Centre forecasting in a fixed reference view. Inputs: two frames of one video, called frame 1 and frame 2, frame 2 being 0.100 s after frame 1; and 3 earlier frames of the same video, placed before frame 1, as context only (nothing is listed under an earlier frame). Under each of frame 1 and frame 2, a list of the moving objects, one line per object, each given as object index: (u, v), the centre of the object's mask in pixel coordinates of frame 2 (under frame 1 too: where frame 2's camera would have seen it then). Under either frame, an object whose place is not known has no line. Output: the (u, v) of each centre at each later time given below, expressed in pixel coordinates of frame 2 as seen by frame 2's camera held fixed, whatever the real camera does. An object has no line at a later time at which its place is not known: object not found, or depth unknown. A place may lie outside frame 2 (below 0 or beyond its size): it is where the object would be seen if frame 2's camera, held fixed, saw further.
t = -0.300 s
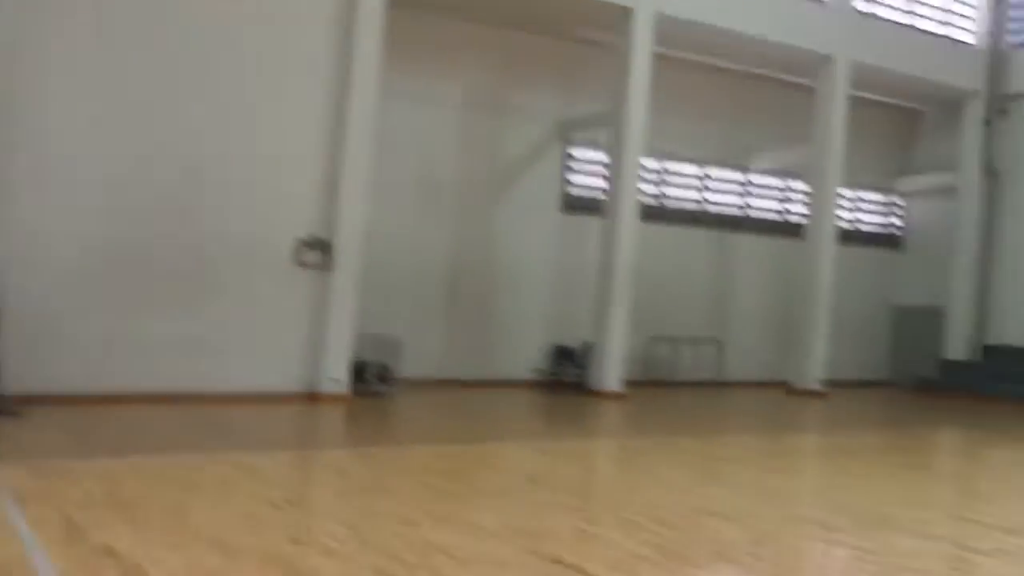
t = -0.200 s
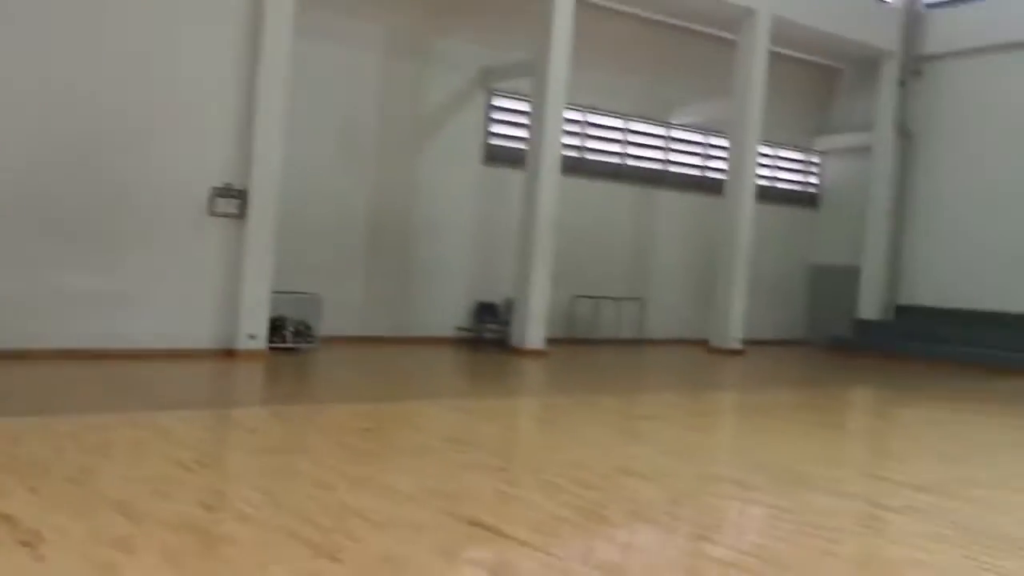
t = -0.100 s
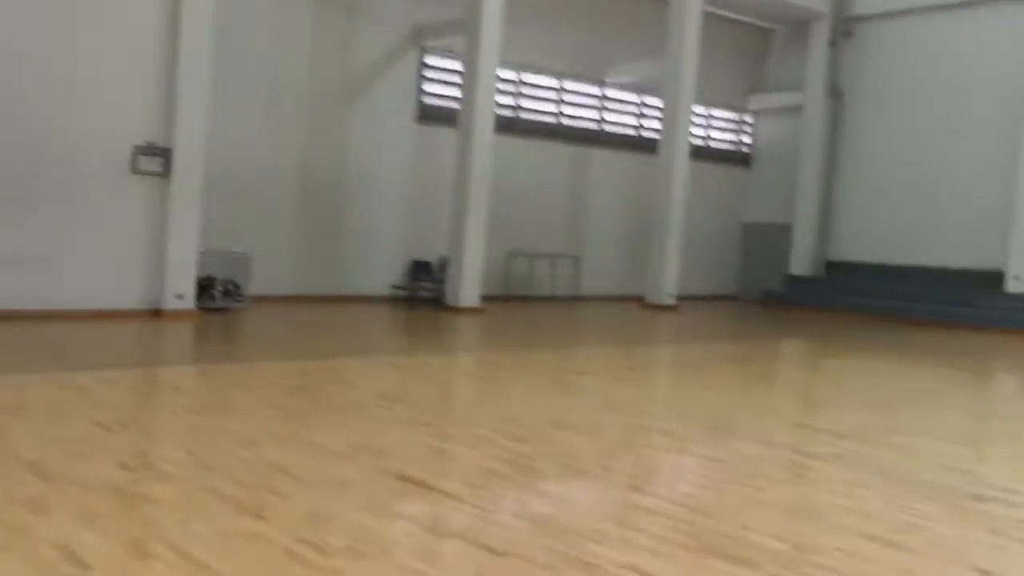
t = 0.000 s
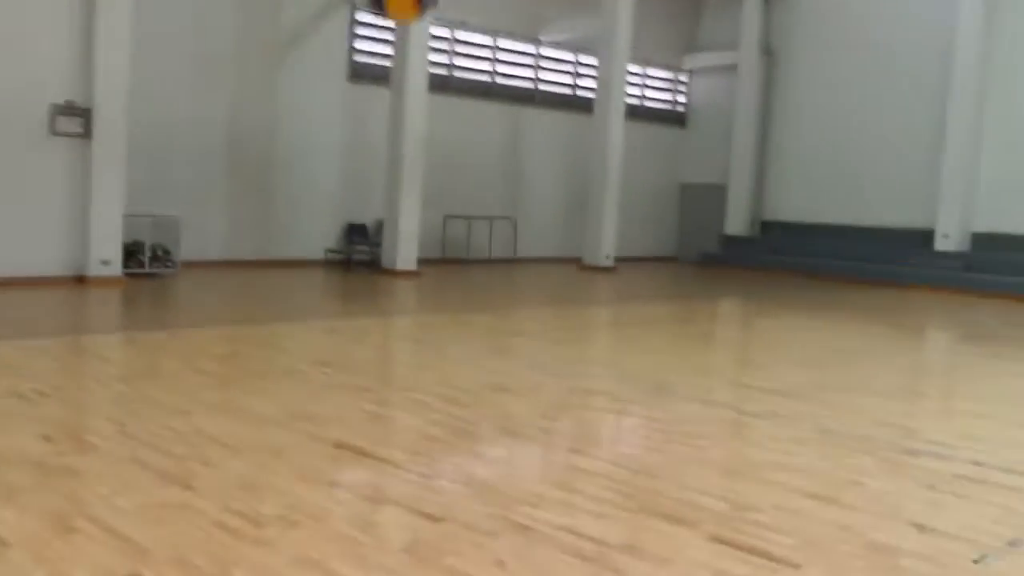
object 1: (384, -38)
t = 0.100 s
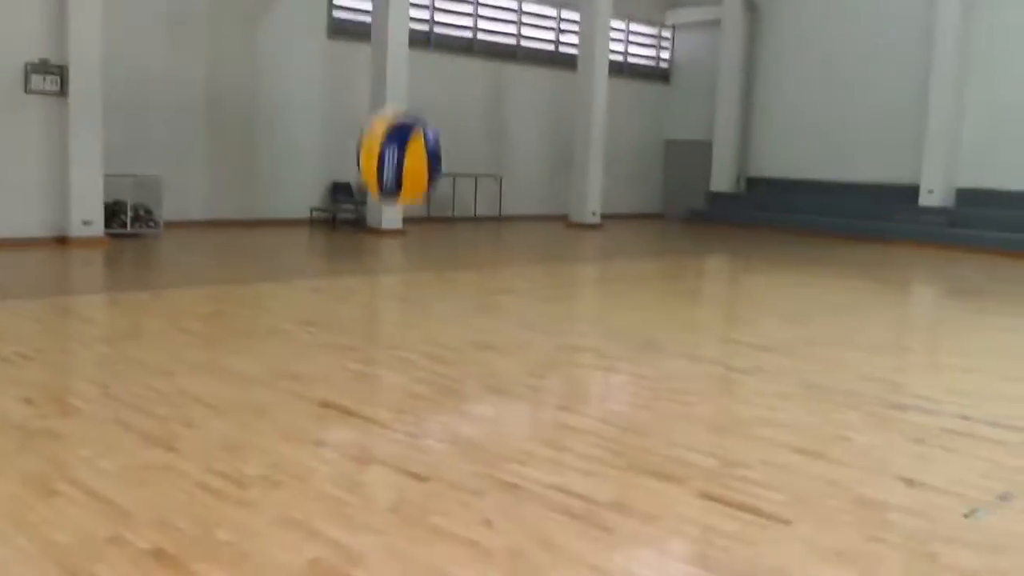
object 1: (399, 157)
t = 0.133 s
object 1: (407, 241)
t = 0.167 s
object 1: (418, 319)
